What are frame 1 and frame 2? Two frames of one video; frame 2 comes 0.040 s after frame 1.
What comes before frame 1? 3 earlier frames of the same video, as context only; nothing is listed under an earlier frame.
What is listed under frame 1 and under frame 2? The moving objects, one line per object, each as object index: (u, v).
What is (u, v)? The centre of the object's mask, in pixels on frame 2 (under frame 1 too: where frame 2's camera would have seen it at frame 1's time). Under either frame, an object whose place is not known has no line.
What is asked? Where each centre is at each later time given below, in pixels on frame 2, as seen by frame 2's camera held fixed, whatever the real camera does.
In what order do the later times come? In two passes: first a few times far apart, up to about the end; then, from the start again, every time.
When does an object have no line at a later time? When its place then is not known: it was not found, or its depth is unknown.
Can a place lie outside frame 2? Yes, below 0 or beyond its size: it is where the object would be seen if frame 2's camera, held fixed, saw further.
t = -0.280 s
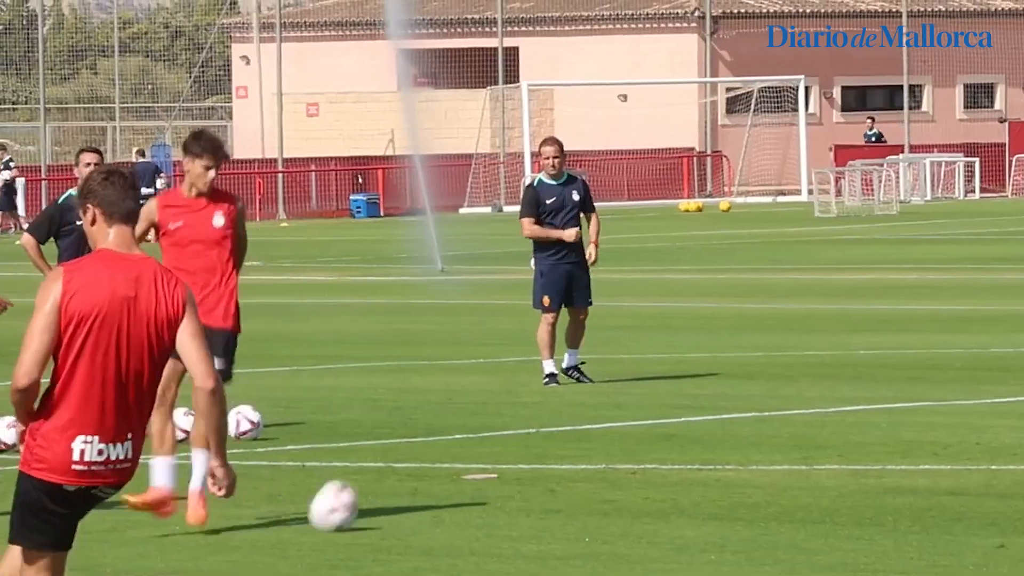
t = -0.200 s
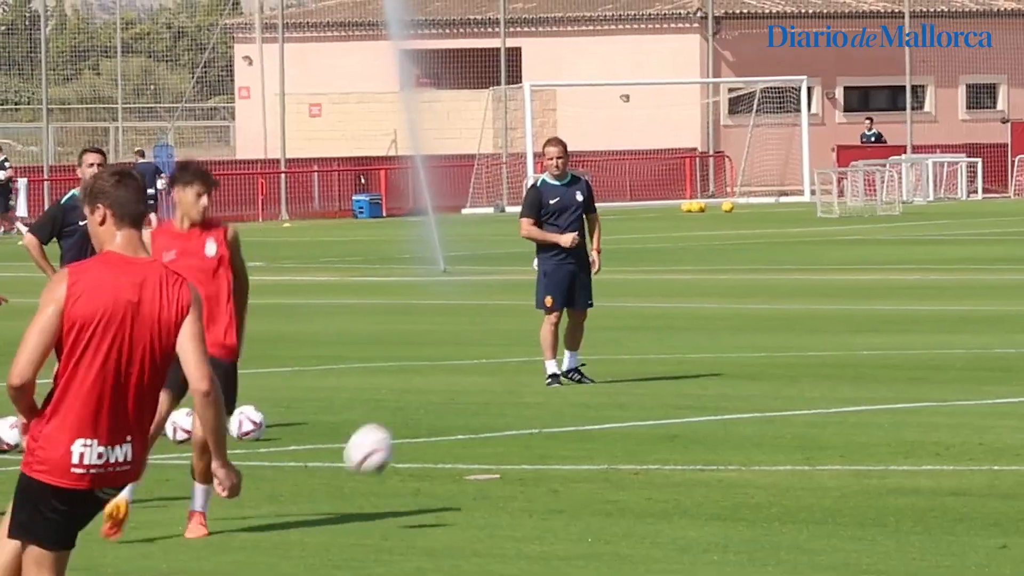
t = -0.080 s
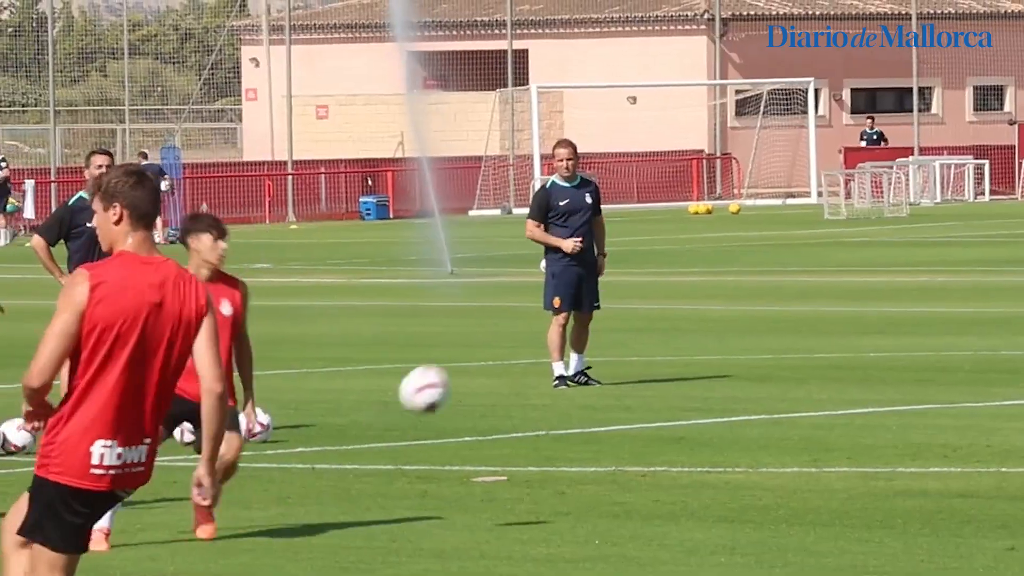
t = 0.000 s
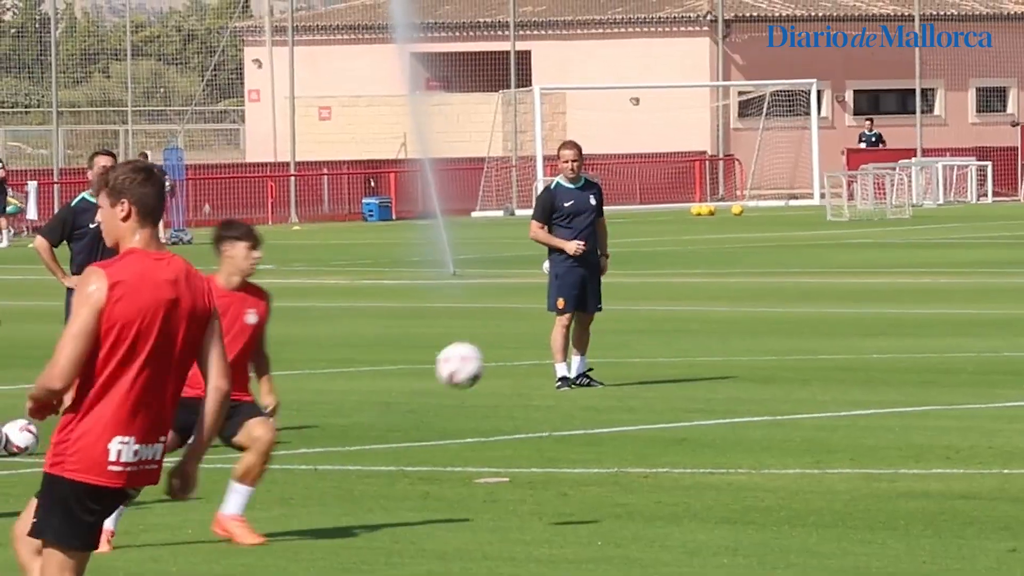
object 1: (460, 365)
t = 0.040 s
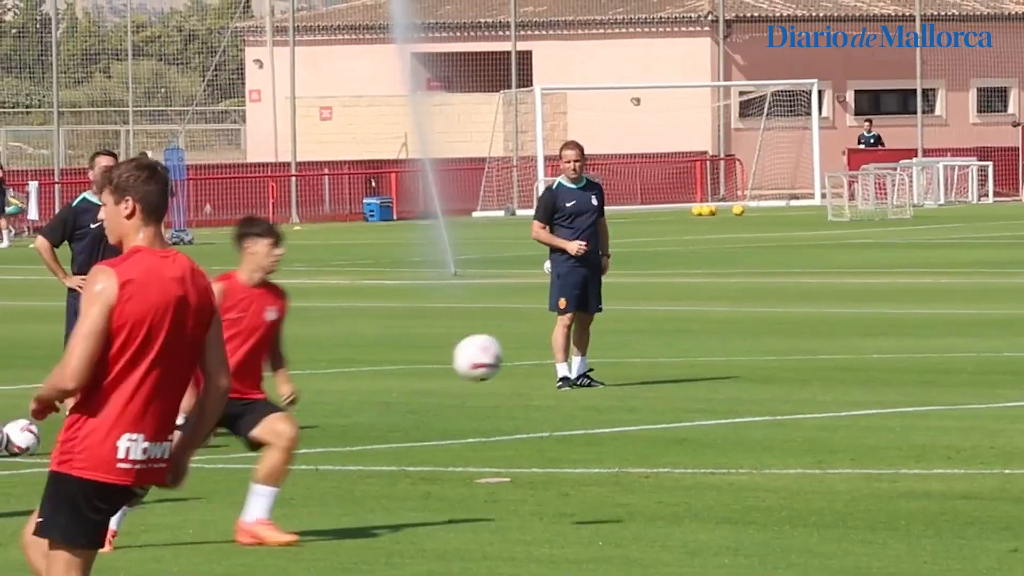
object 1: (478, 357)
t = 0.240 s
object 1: (560, 367)
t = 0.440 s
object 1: (644, 459)
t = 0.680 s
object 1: (753, 447)
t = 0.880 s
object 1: (845, 439)
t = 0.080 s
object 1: (494, 353)
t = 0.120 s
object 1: (510, 351)
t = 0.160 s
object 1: (526, 353)
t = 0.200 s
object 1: (542, 358)
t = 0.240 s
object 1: (560, 367)
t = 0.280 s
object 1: (577, 379)
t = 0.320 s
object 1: (593, 394)
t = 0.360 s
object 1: (610, 412)
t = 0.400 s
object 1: (628, 434)
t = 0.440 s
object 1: (644, 459)
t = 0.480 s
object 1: (662, 487)
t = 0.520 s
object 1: (680, 511)
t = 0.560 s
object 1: (698, 491)
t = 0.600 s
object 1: (717, 473)
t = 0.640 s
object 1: (735, 458)
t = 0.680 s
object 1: (753, 447)
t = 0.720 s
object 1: (771, 439)
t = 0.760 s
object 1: (790, 434)
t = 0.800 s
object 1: (809, 433)
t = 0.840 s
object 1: (826, 434)
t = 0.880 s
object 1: (845, 439)
